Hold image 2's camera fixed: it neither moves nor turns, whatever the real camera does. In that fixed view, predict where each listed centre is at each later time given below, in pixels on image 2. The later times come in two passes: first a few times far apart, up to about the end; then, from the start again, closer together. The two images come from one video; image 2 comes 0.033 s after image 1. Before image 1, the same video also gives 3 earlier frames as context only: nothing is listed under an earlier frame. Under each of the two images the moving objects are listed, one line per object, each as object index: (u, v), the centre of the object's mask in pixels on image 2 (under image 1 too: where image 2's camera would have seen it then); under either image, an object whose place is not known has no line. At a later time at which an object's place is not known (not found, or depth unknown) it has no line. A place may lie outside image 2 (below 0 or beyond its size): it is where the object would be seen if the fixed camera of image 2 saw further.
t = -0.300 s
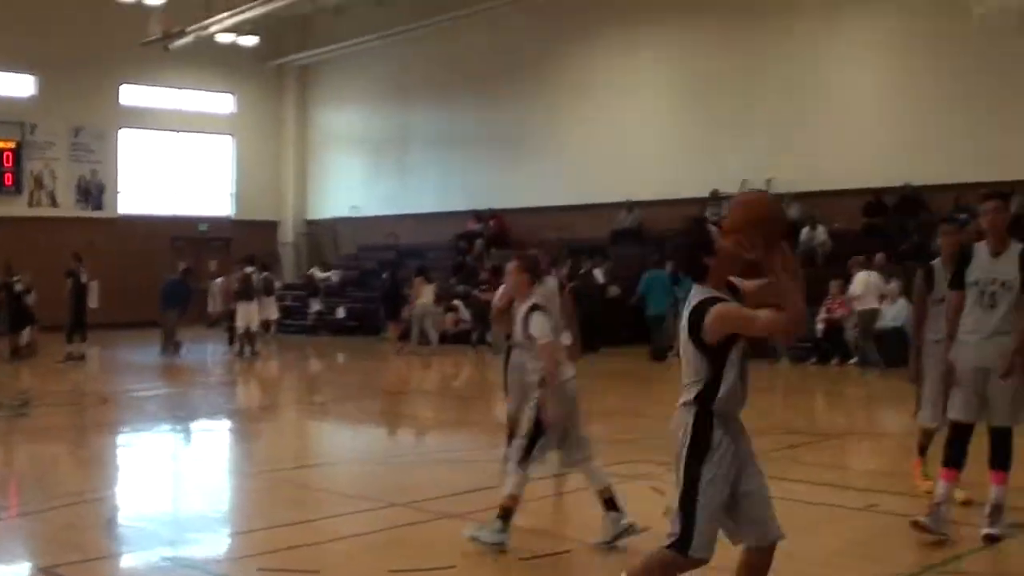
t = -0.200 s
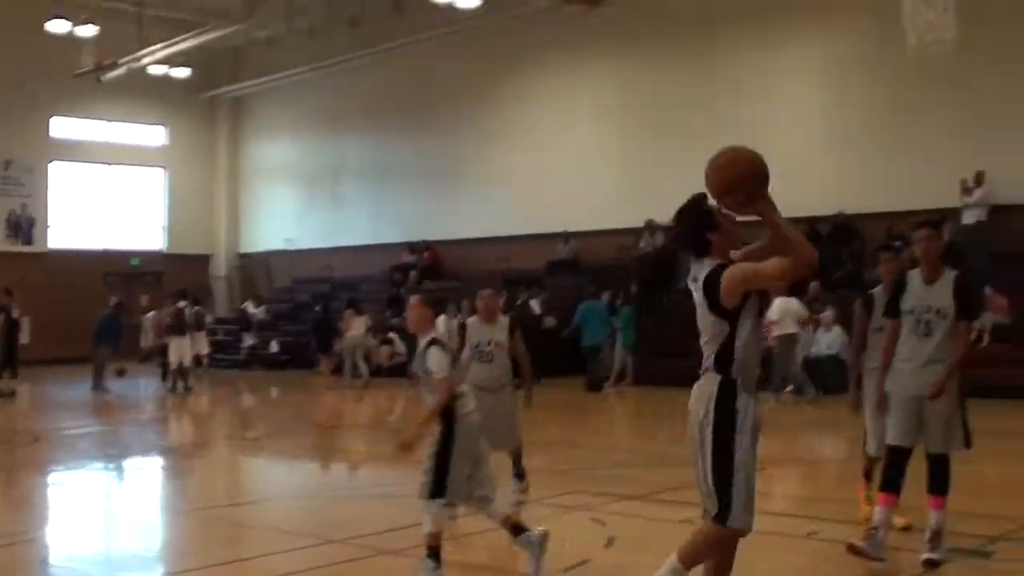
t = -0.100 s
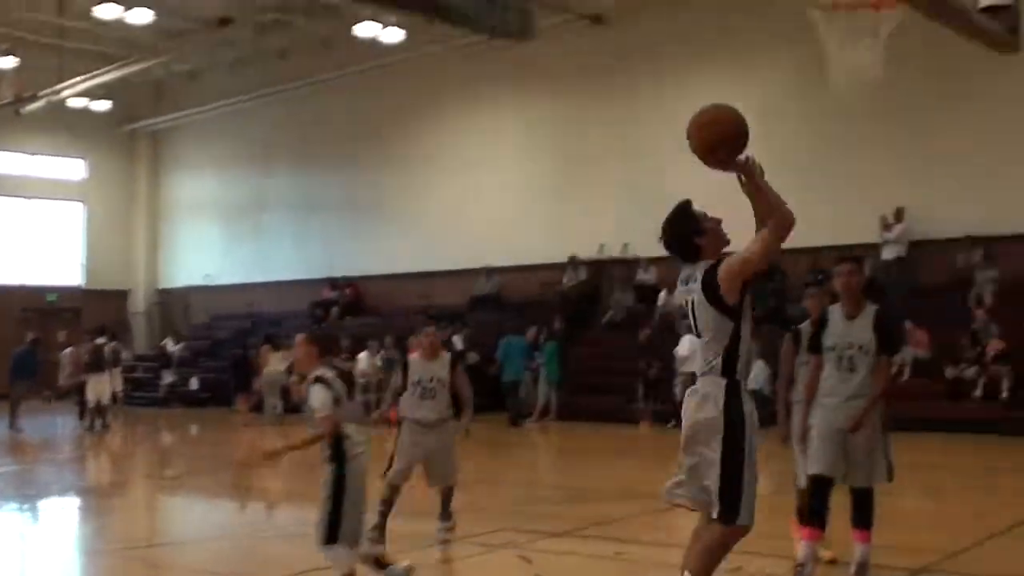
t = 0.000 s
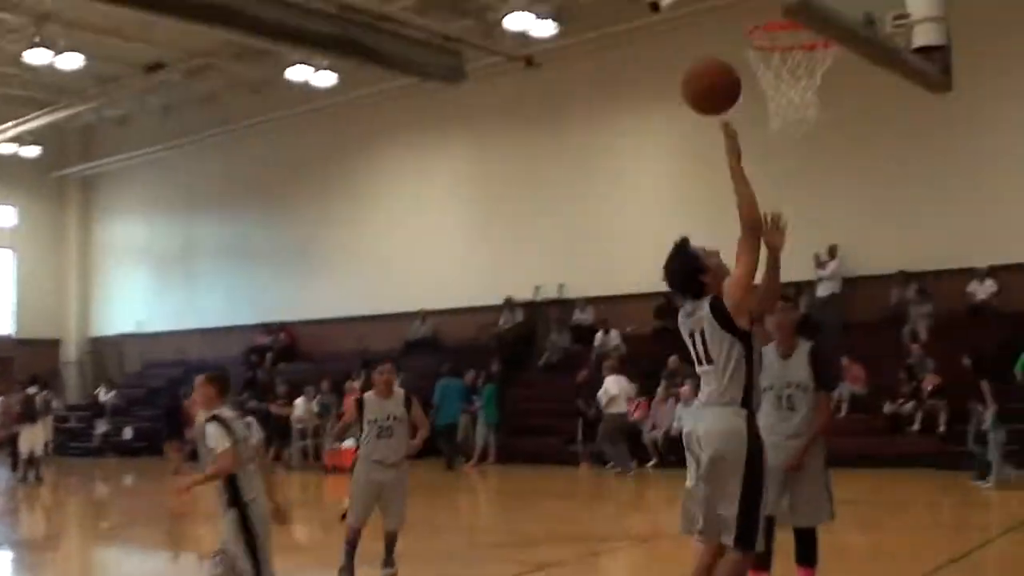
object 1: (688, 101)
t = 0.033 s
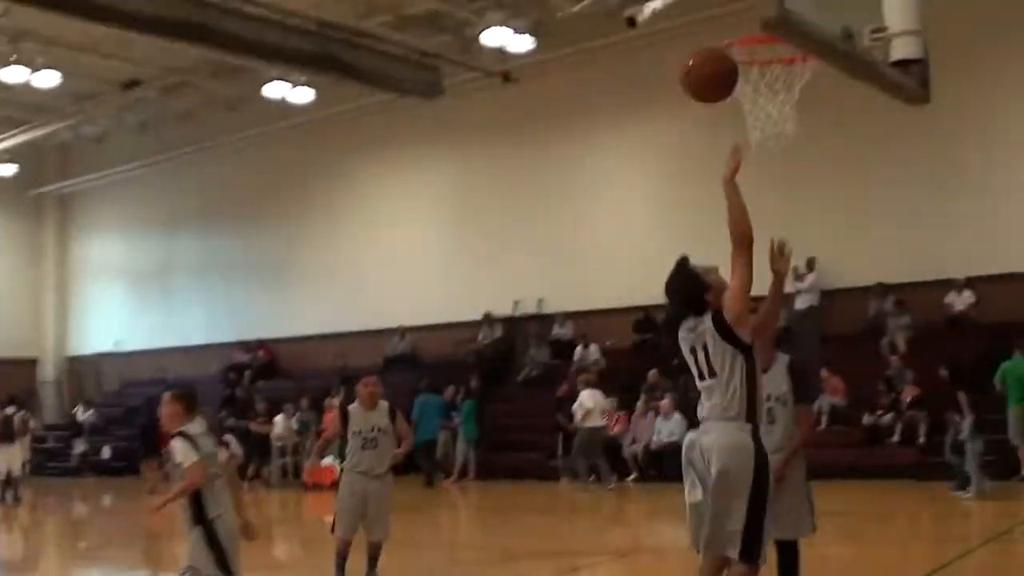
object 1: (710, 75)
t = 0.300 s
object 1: (775, 9)
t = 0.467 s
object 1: (786, 61)
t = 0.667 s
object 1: (820, 161)
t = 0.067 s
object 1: (729, 52)
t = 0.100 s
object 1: (746, 33)
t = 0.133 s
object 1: (758, 20)
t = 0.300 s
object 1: (775, 9)
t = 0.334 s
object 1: (776, 10)
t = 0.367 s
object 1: (777, 17)
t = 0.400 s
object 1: (777, 21)
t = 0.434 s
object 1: (784, 47)
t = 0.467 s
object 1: (786, 61)
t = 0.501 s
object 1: (791, 70)
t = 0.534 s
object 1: (798, 86)
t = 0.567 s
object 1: (804, 105)
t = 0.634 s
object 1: (817, 148)
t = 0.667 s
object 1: (820, 161)
